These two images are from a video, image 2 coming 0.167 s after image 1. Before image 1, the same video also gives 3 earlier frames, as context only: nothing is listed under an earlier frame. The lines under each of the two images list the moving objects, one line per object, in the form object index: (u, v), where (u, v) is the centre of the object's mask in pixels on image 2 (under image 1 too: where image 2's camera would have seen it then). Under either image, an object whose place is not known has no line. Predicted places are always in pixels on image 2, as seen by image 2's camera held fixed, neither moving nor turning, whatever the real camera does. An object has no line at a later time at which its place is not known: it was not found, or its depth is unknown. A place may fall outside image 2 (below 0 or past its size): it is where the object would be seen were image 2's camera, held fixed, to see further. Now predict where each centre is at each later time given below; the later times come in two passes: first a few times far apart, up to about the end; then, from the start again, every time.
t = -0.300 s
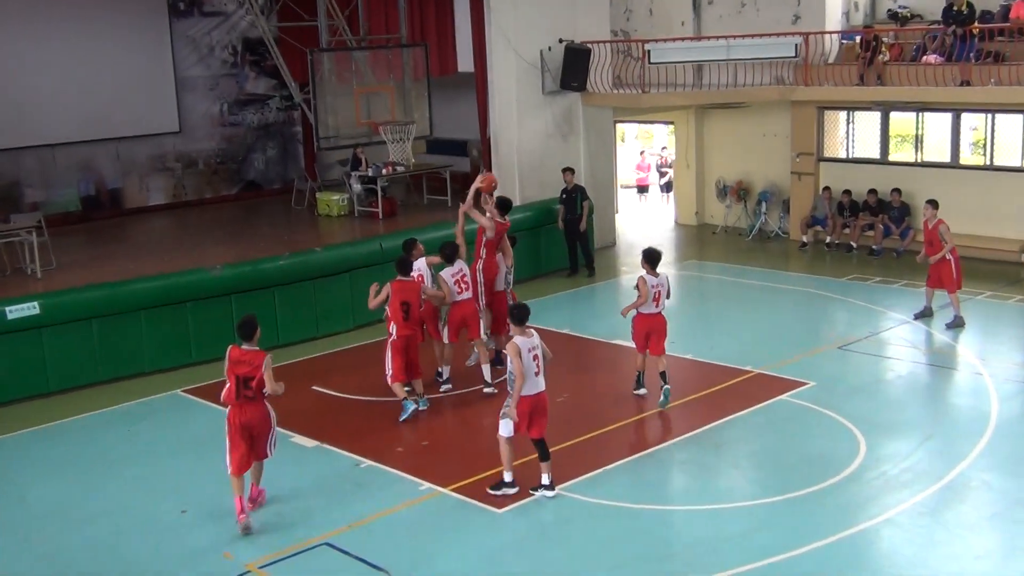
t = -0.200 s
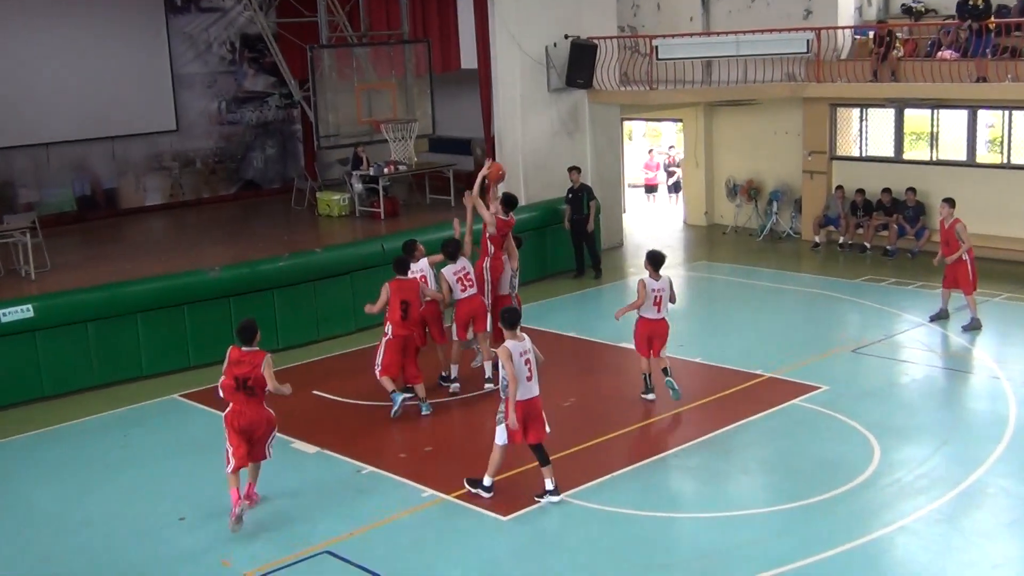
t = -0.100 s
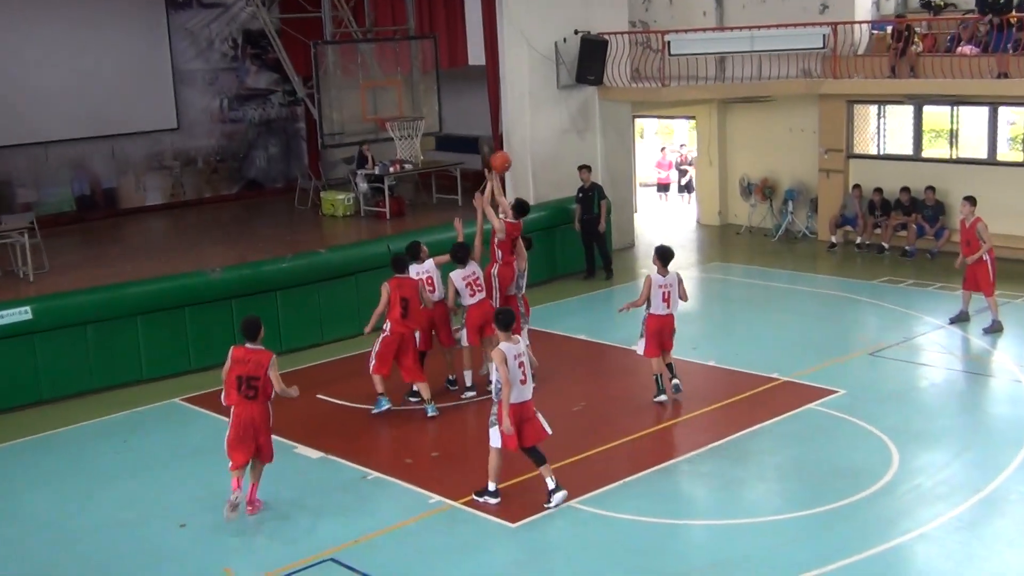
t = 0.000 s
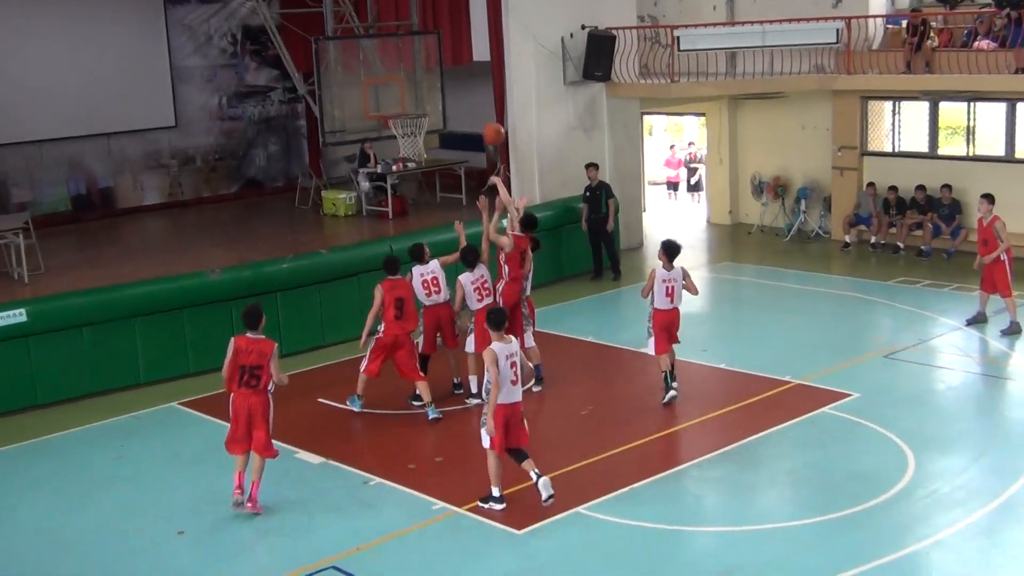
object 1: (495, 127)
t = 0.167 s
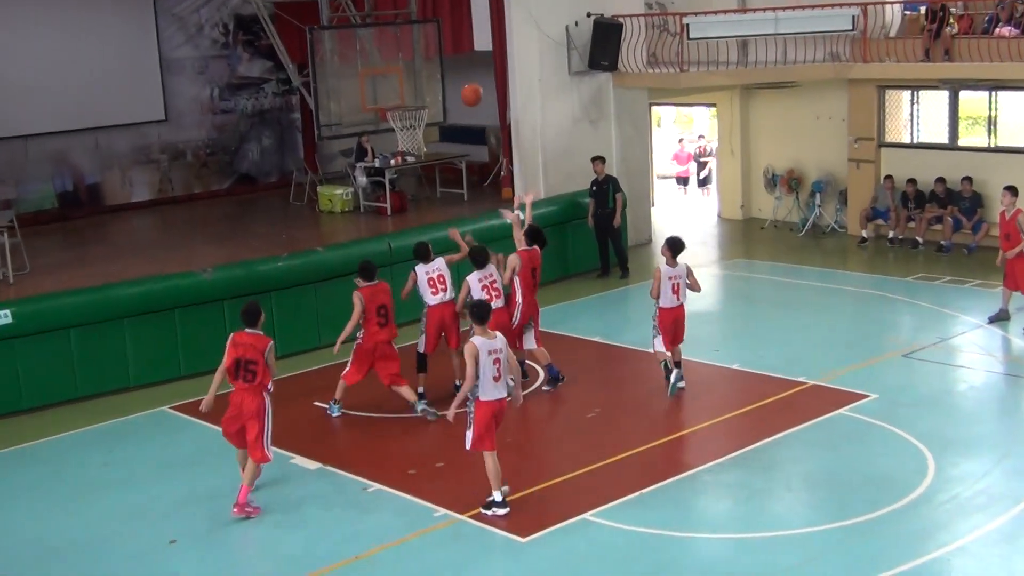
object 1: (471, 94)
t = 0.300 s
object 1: (453, 87)
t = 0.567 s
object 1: (431, 124)
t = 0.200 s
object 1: (466, 90)
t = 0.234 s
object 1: (463, 88)
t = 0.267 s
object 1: (457, 87)
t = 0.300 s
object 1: (453, 87)
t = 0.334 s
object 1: (449, 88)
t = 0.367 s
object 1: (444, 90)
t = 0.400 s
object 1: (440, 93)
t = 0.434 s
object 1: (436, 97)
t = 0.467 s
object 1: (433, 102)
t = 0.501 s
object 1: (428, 108)
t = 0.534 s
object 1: (429, 115)
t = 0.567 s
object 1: (431, 124)
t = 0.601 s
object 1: (433, 134)
